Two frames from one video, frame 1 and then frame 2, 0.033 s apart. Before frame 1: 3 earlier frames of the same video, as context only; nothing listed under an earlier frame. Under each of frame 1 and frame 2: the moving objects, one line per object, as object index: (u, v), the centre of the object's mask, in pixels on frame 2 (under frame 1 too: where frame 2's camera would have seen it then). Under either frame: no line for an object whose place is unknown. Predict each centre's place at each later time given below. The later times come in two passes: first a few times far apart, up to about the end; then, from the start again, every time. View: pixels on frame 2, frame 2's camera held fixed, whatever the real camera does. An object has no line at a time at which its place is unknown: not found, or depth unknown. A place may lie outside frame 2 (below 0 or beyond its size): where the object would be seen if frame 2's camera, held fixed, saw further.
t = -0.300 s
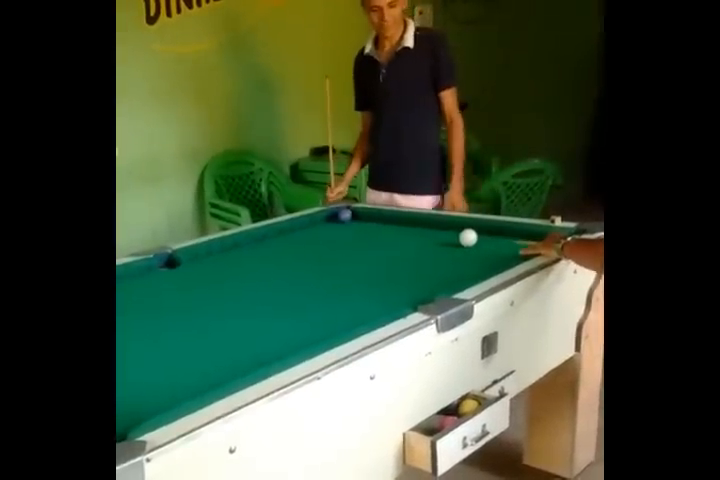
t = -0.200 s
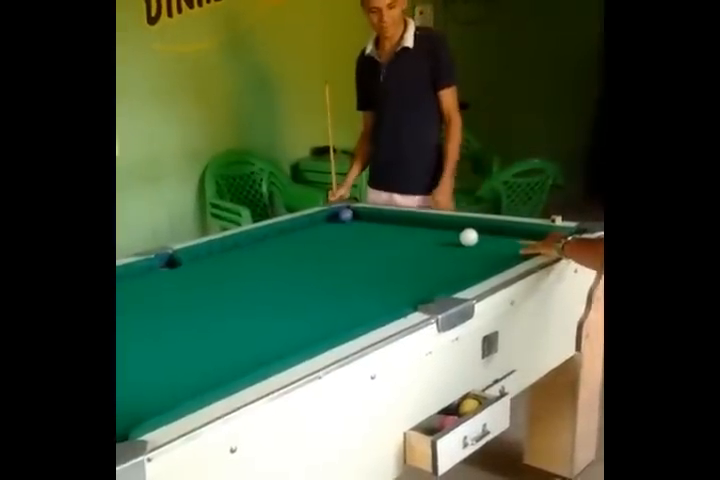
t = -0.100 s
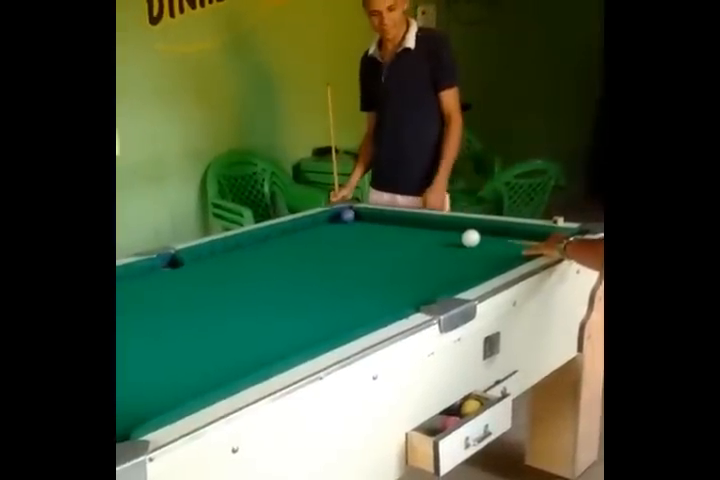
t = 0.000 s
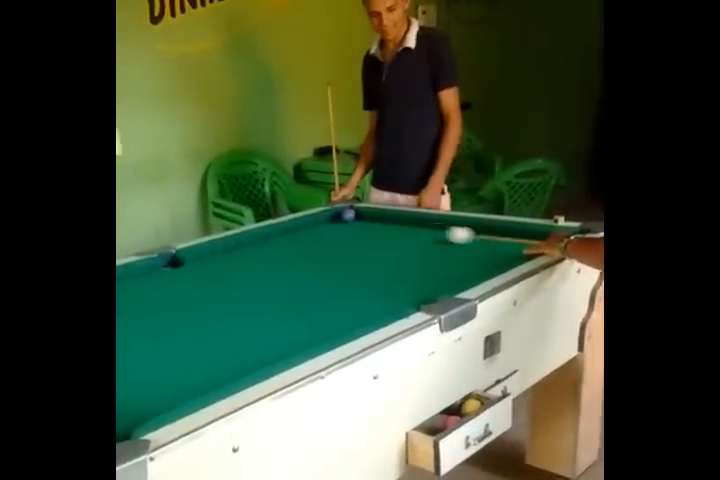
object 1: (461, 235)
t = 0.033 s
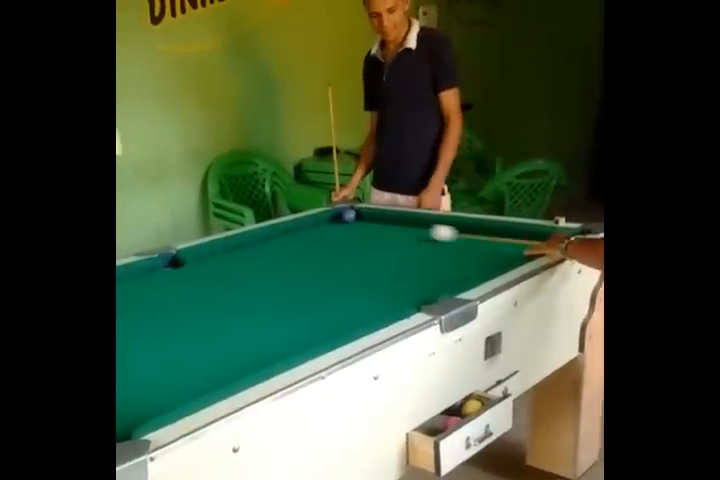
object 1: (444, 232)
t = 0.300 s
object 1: (343, 218)
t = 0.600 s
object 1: (325, 228)
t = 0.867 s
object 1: (329, 239)
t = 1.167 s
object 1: (335, 252)
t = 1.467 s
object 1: (342, 267)
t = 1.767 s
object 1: (349, 283)
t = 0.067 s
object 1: (428, 230)
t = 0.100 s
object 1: (413, 227)
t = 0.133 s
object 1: (399, 225)
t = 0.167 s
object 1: (386, 223)
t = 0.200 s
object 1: (374, 221)
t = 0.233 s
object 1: (363, 220)
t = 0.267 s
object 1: (351, 218)
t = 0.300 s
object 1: (343, 218)
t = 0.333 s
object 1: (336, 219)
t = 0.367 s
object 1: (328, 219)
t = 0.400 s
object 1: (322, 220)
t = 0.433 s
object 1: (322, 221)
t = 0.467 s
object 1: (323, 223)
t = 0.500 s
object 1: (323, 224)
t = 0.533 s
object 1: (324, 225)
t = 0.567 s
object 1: (324, 226)
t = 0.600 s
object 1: (325, 228)
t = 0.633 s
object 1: (325, 229)
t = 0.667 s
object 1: (326, 230)
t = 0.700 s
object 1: (327, 231)
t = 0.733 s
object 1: (327, 233)
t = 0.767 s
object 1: (328, 235)
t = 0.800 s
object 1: (328, 236)
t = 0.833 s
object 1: (329, 237)
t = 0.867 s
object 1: (329, 239)
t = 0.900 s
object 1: (330, 240)
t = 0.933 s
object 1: (331, 241)
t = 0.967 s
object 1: (331, 243)
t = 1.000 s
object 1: (332, 244)
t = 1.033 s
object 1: (332, 246)
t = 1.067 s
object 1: (333, 247)
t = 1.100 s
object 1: (334, 249)
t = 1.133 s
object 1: (334, 251)
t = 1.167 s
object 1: (335, 252)
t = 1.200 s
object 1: (336, 254)
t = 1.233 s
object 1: (337, 255)
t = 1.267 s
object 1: (337, 257)
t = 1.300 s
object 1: (338, 258)
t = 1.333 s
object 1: (339, 260)
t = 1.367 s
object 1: (340, 262)
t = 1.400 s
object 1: (340, 264)
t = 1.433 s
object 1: (341, 265)
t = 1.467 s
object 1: (342, 267)
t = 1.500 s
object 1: (342, 269)
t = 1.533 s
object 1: (343, 271)
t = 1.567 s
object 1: (344, 272)
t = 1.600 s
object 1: (345, 274)
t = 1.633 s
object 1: (346, 275)
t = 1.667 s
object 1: (346, 277)
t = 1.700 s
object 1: (347, 279)
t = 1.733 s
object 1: (348, 281)
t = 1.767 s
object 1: (349, 283)
